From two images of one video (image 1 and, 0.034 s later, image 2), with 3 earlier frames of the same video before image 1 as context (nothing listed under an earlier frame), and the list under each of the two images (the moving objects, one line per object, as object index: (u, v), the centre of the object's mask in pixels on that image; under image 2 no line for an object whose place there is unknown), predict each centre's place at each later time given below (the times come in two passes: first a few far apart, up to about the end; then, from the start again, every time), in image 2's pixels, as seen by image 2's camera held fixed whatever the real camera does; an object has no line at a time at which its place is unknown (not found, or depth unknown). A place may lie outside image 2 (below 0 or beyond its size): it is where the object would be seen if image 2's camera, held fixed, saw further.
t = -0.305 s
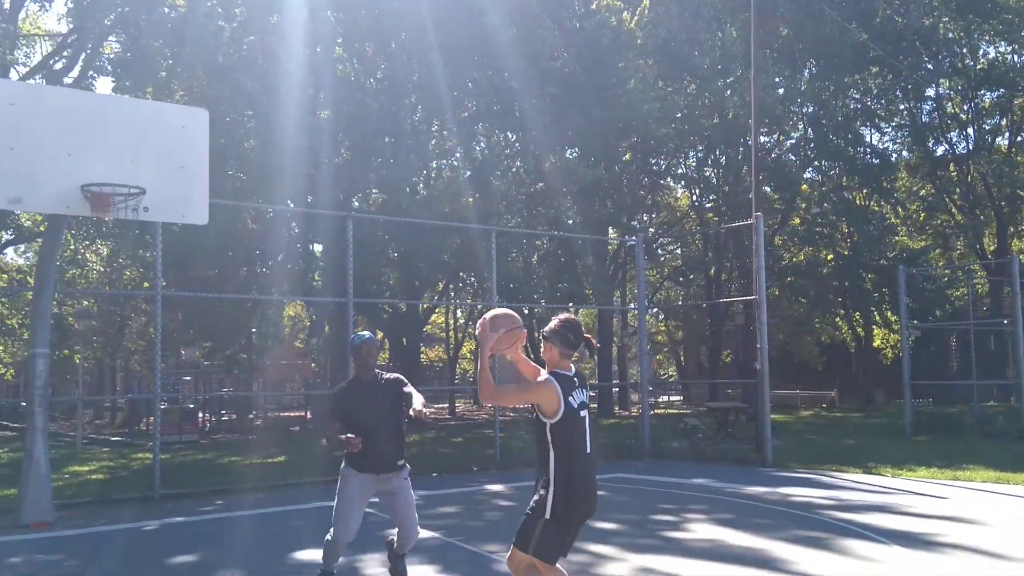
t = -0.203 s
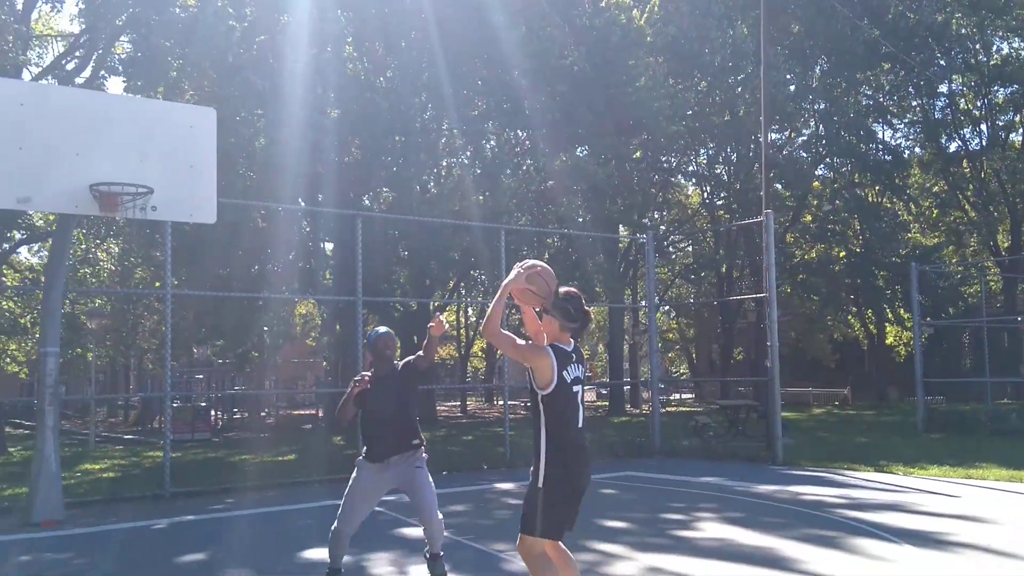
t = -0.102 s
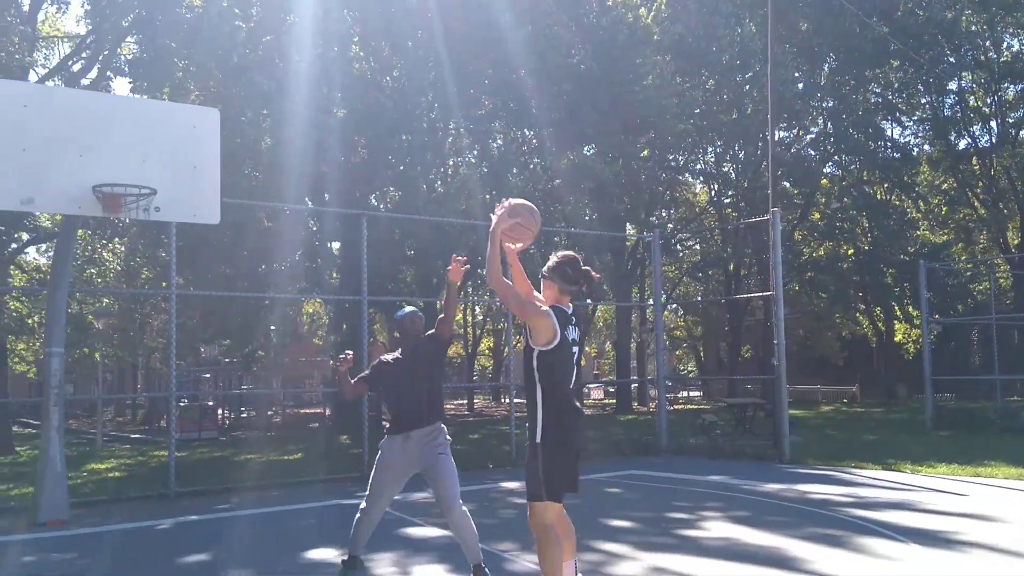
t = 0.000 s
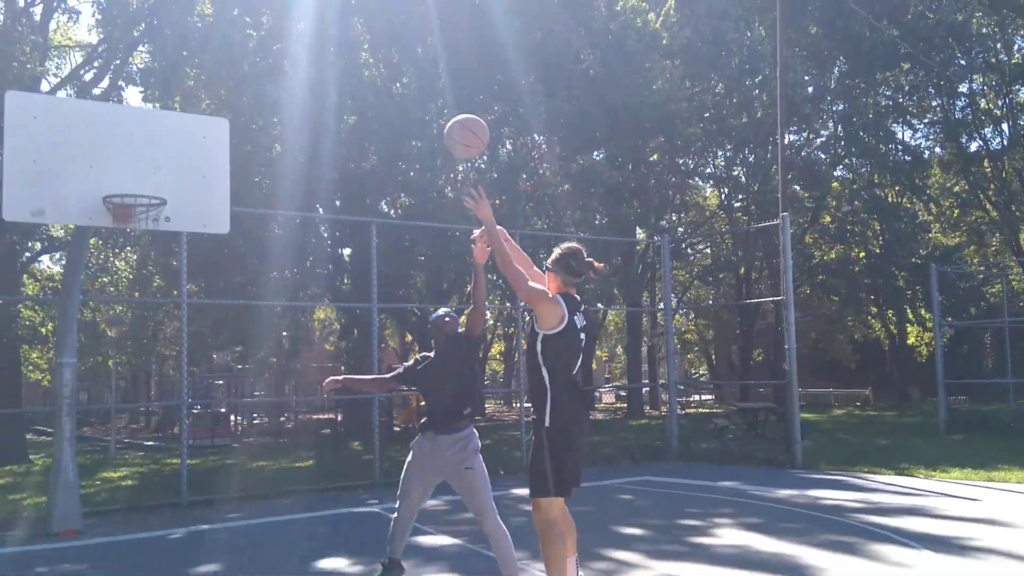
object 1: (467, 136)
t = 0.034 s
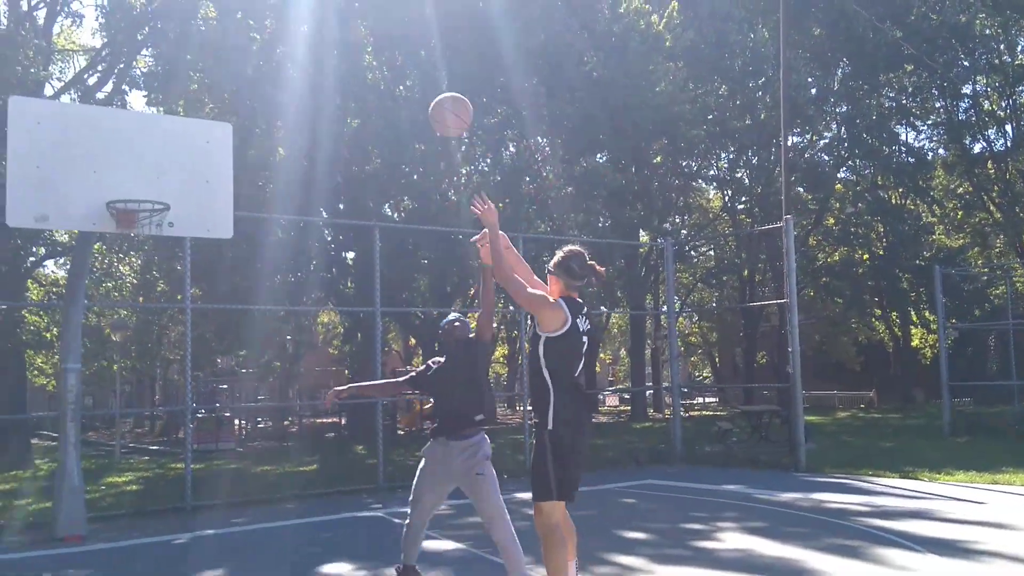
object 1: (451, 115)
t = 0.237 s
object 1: (355, 22)
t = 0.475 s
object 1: (271, 3)
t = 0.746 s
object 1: (198, 64)
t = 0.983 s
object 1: (150, 175)
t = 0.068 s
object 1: (433, 93)
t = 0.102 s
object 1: (416, 74)
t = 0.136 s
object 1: (399, 57)
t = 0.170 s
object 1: (383, 43)
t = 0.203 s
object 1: (369, 30)
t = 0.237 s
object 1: (355, 22)
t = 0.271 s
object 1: (342, 14)
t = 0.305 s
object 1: (328, 8)
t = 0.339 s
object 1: (316, 3)
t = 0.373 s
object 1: (304, -1)
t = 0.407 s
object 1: (293, -2)
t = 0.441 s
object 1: (282, 1)
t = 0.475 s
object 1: (271, 3)
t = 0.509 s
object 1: (261, 5)
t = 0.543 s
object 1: (251, 8)
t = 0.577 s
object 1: (242, 14)
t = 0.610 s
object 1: (233, 23)
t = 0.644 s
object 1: (224, 30)
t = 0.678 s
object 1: (215, 39)
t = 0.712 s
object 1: (206, 53)
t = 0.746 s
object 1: (198, 64)
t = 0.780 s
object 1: (189, 78)
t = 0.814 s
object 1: (181, 92)
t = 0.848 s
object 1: (178, 100)
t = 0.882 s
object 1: (170, 119)
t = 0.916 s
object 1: (163, 138)
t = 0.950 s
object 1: (157, 156)
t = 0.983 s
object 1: (150, 175)
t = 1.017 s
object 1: (144, 196)
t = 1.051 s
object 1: (138, 194)
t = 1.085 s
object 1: (132, 185)
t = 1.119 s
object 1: (126, 177)
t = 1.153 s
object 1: (120, 170)
